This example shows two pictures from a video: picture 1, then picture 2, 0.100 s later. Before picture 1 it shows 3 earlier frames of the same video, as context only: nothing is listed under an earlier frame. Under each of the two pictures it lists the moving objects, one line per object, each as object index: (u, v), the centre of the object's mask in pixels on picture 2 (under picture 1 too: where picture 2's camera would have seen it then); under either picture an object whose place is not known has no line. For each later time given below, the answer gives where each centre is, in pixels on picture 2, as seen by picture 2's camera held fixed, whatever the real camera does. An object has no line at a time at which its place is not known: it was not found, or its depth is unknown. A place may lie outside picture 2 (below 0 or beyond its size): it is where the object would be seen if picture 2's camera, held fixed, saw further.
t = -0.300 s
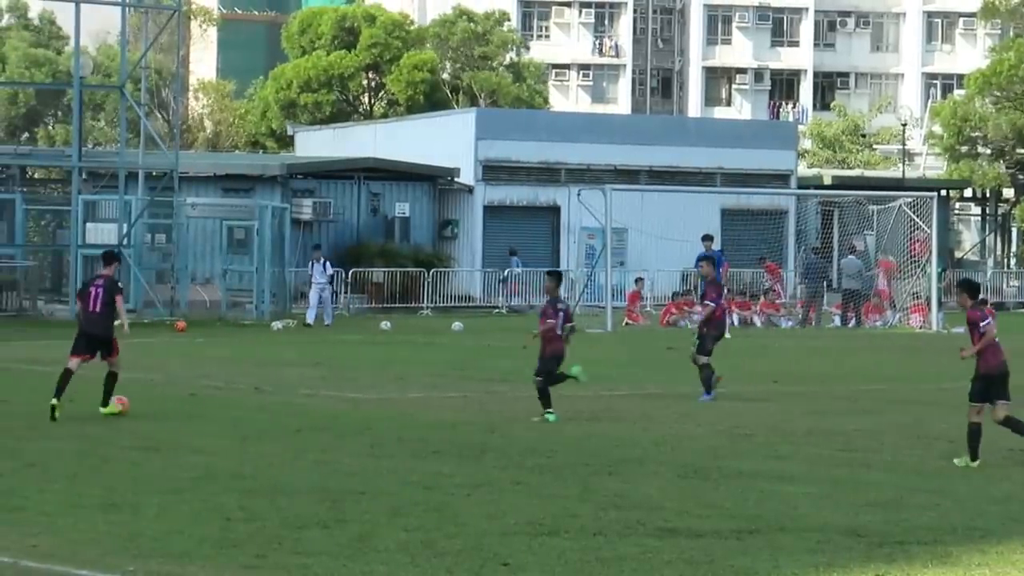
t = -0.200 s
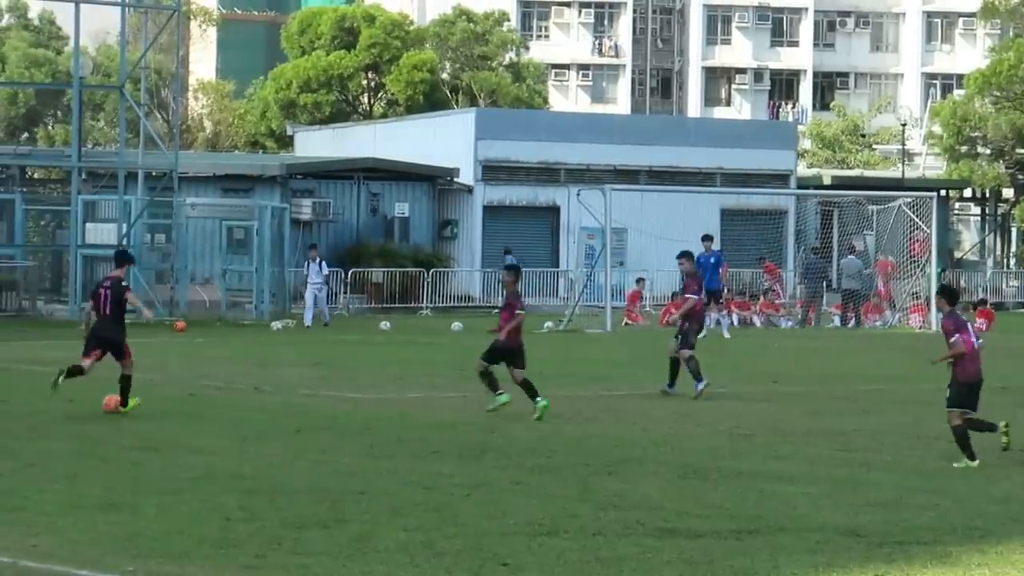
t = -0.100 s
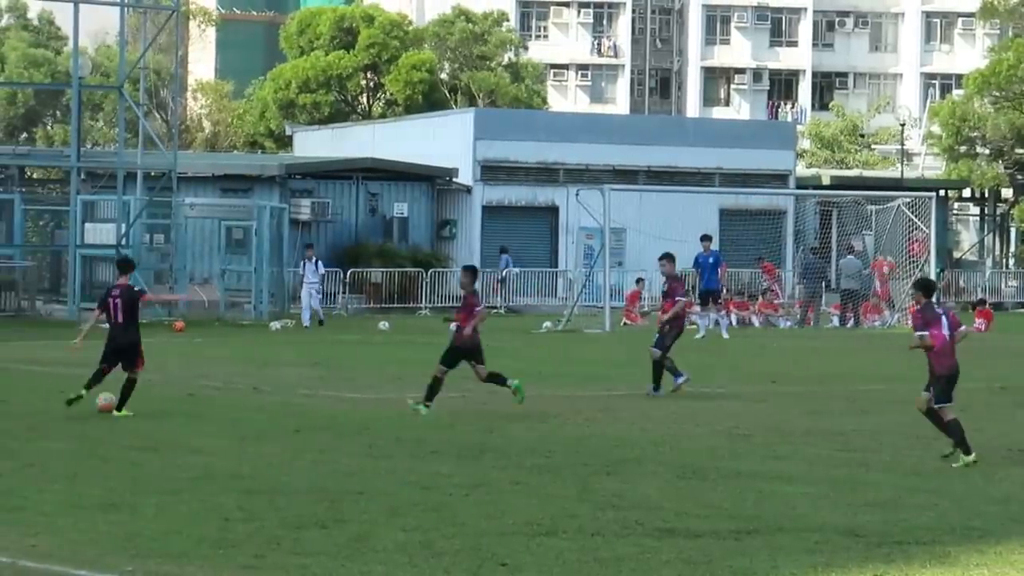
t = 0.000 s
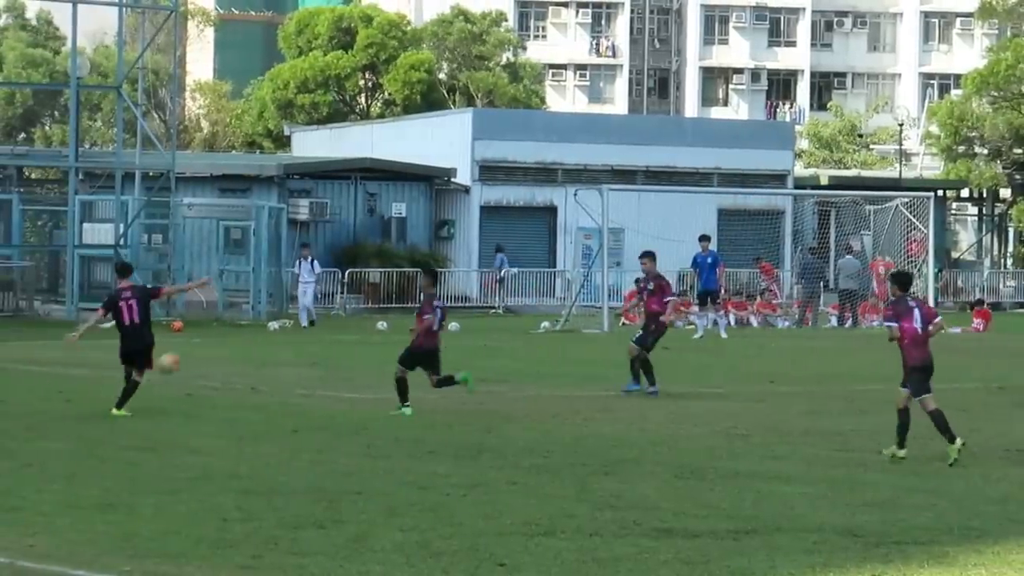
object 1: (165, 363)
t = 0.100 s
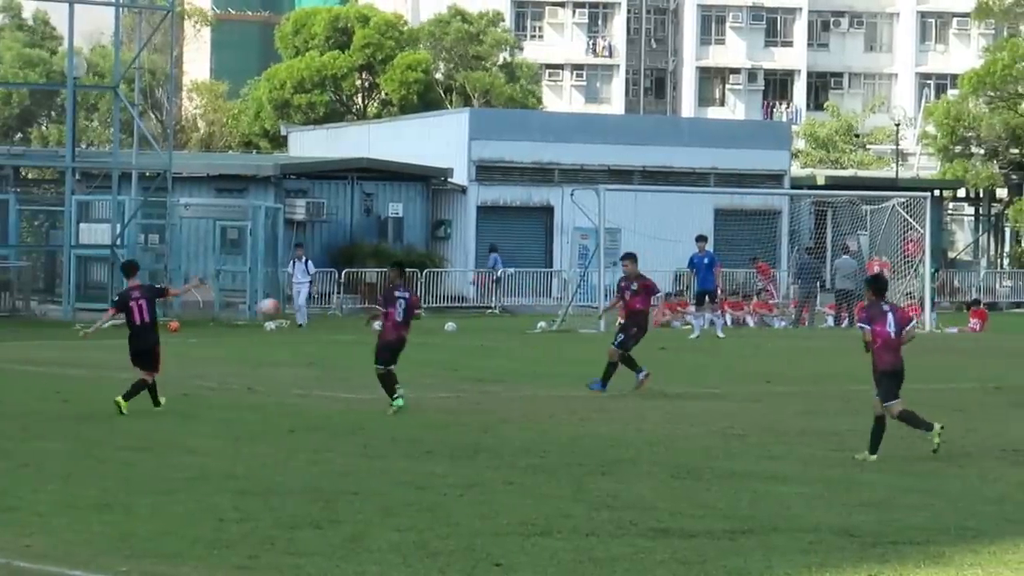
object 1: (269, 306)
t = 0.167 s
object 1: (329, 277)
